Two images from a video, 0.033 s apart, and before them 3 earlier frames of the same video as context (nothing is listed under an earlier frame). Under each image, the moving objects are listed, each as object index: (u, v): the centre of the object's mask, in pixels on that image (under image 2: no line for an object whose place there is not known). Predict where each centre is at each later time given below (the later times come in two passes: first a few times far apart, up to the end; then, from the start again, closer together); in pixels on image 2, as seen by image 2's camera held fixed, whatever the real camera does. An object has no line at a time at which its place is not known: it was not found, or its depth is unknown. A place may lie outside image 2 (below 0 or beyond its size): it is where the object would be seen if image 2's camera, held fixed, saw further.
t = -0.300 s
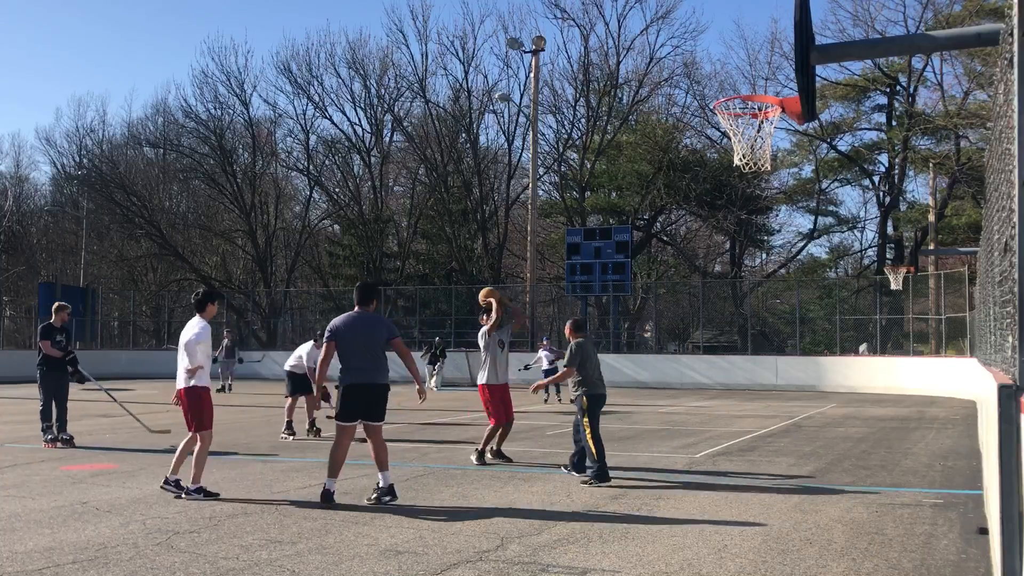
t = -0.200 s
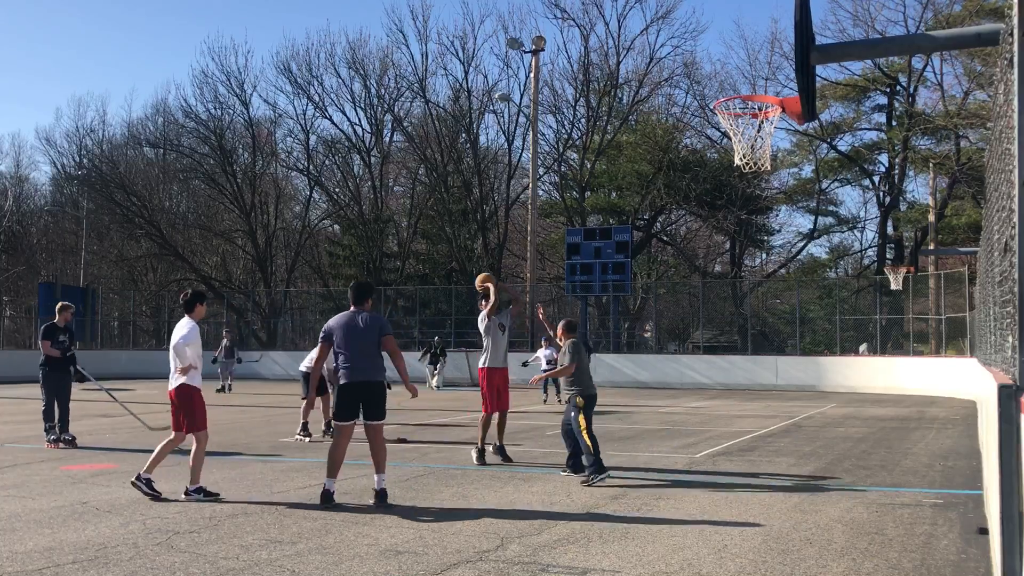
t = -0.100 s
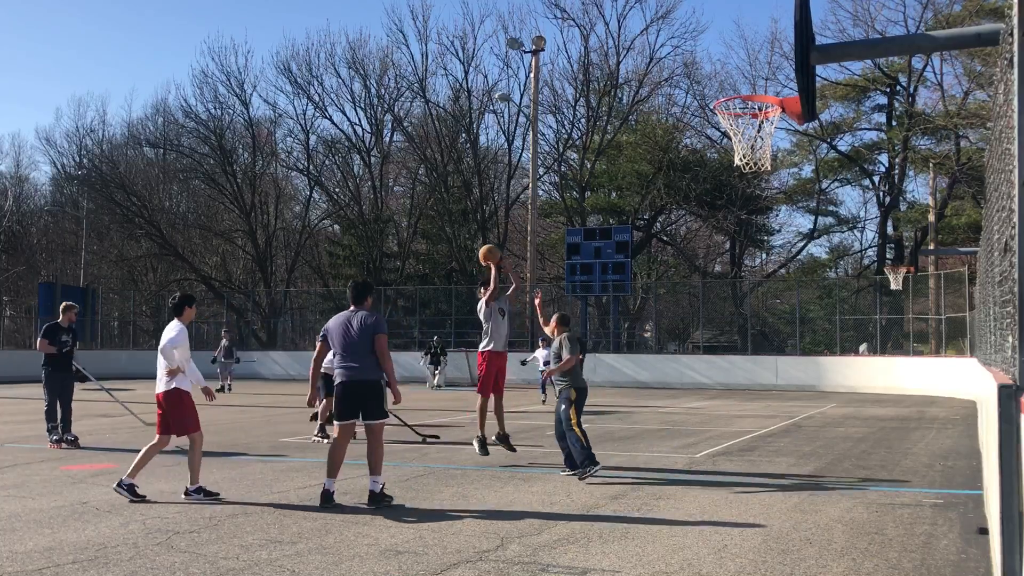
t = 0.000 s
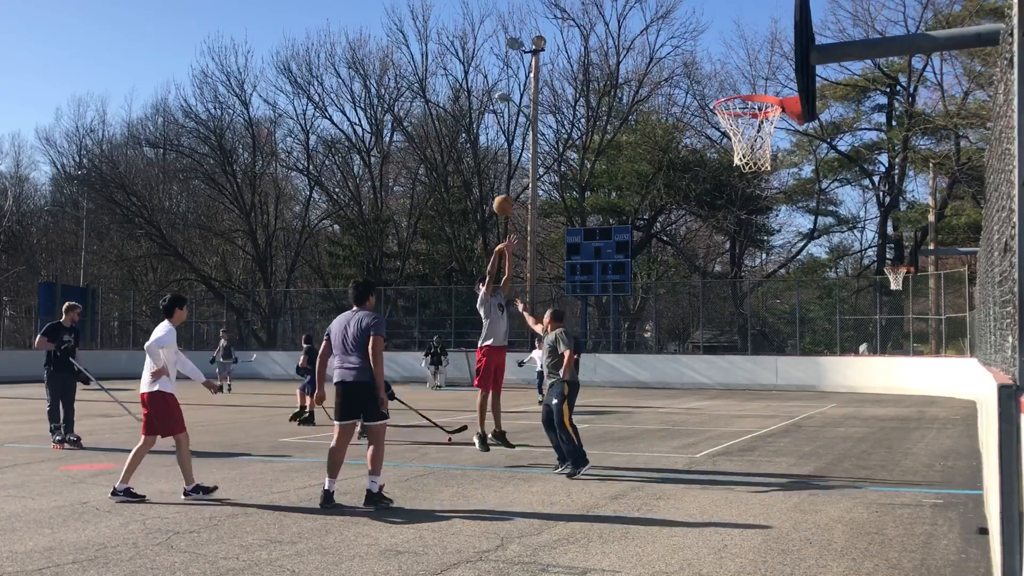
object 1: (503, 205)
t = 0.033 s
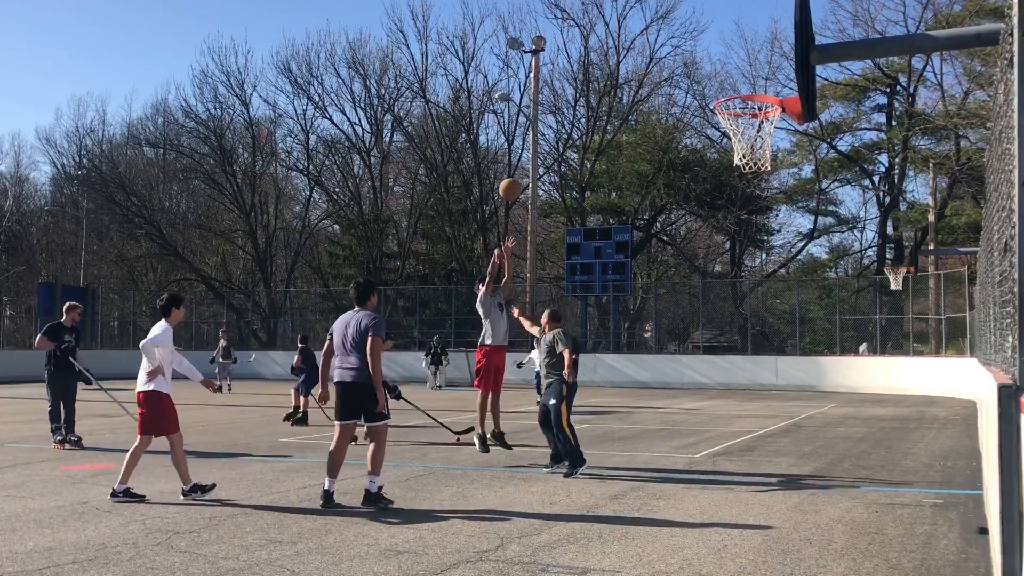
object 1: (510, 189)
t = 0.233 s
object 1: (550, 105)
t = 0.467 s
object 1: (604, 43)
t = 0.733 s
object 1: (679, 32)
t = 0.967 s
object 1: (760, 92)
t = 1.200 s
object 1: (745, 63)
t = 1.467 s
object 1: (720, 121)
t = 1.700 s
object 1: (690, 310)
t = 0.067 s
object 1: (517, 173)
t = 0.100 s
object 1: (522, 159)
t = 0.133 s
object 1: (529, 144)
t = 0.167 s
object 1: (536, 130)
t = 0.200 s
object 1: (543, 117)
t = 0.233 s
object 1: (550, 105)
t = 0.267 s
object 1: (557, 94)
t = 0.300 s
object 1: (564, 83)
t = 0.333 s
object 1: (572, 73)
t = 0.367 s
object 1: (579, 65)
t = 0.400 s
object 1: (588, 56)
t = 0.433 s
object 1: (595, 49)
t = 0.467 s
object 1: (604, 43)
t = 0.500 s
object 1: (612, 38)
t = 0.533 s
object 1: (621, 33)
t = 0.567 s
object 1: (630, 30)
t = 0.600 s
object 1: (639, 28)
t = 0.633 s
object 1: (649, 27)
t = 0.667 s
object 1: (659, 27)
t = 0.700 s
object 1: (668, 28)
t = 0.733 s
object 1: (679, 32)
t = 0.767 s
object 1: (689, 36)
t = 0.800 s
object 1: (700, 42)
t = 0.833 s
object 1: (712, 49)
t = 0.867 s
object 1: (723, 58)
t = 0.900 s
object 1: (735, 69)
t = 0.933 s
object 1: (748, 80)
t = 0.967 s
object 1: (760, 92)
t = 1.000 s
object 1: (762, 86)
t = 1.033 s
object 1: (759, 81)
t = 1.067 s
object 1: (756, 76)
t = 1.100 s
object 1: (754, 71)
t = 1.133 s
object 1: (751, 67)
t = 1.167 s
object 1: (748, 64)
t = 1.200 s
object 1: (745, 63)
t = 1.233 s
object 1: (743, 63)
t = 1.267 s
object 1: (740, 66)
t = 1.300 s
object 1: (736, 70)
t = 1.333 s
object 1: (733, 75)
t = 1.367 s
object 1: (730, 83)
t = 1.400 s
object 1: (726, 93)
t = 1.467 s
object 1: (720, 121)
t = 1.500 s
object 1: (716, 139)
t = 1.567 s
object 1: (708, 183)
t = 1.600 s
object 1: (703, 209)
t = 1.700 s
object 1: (690, 310)
